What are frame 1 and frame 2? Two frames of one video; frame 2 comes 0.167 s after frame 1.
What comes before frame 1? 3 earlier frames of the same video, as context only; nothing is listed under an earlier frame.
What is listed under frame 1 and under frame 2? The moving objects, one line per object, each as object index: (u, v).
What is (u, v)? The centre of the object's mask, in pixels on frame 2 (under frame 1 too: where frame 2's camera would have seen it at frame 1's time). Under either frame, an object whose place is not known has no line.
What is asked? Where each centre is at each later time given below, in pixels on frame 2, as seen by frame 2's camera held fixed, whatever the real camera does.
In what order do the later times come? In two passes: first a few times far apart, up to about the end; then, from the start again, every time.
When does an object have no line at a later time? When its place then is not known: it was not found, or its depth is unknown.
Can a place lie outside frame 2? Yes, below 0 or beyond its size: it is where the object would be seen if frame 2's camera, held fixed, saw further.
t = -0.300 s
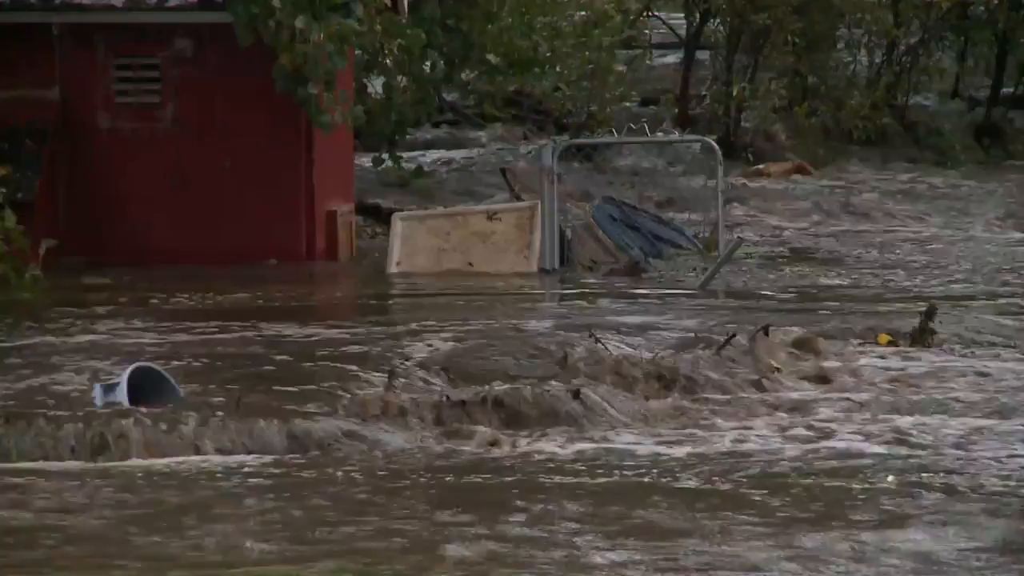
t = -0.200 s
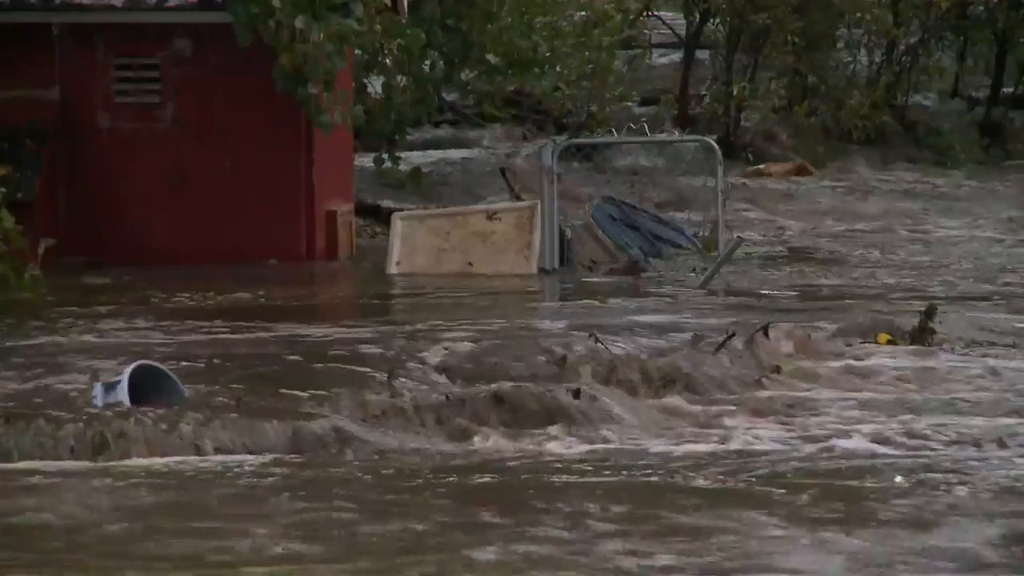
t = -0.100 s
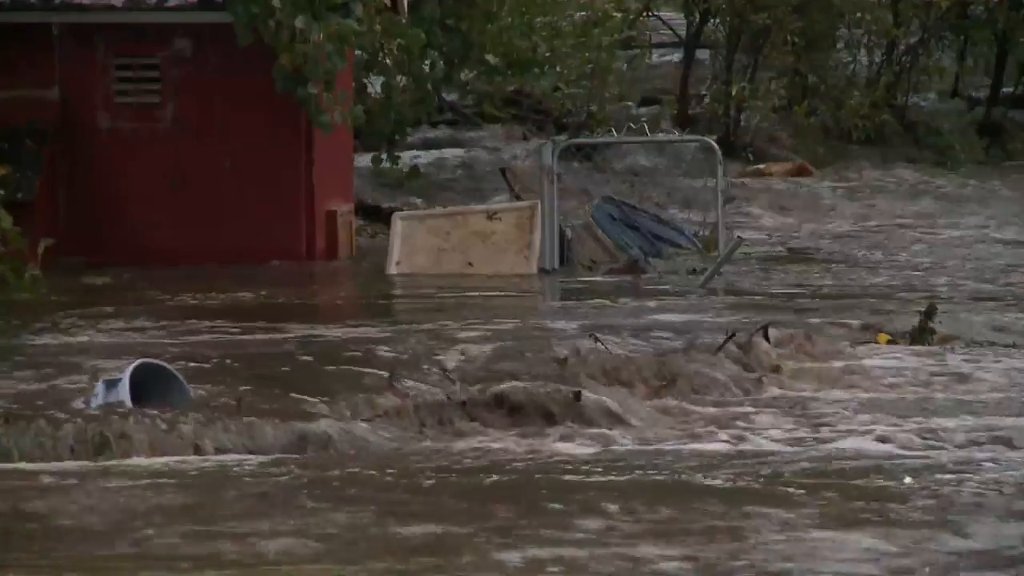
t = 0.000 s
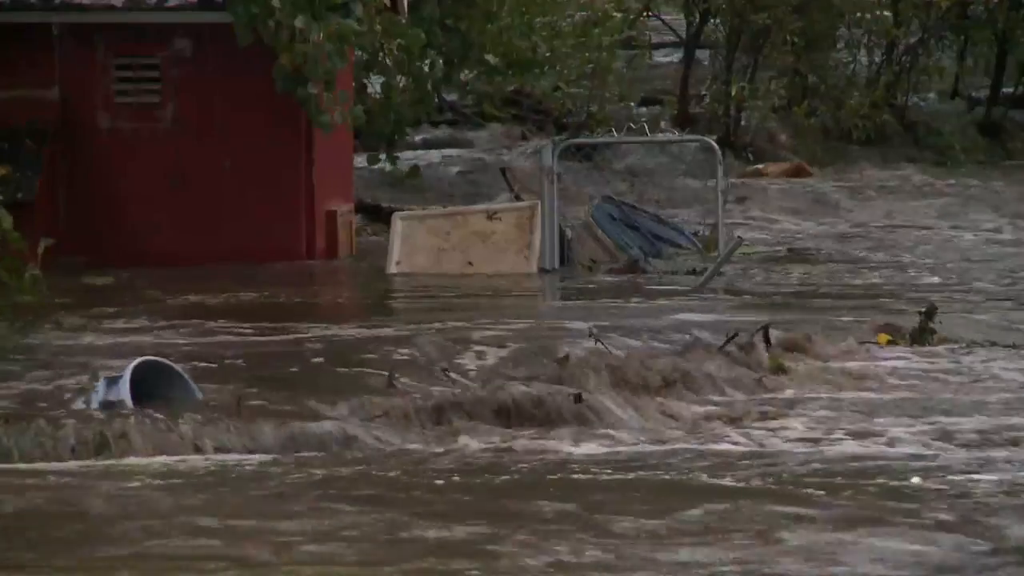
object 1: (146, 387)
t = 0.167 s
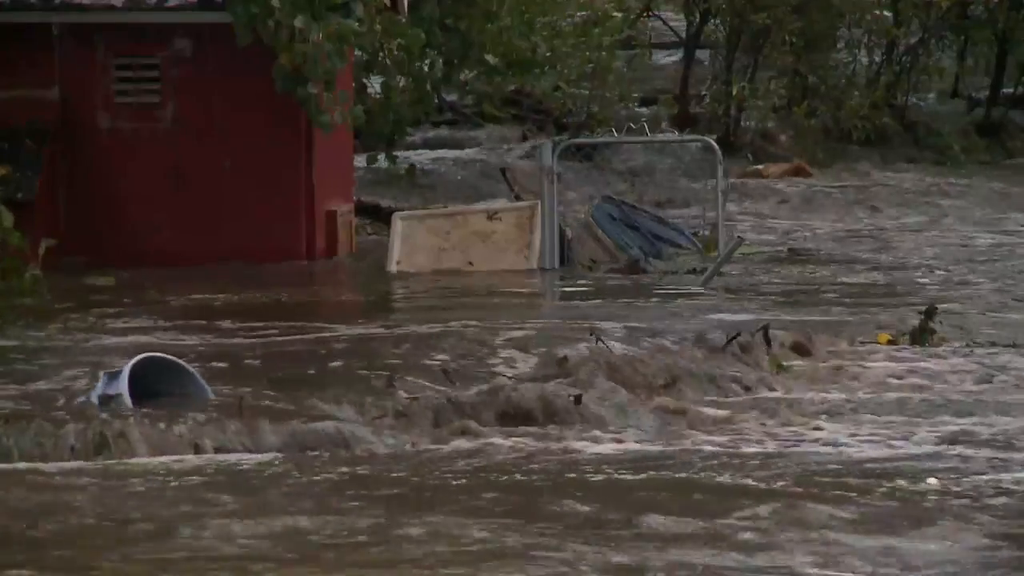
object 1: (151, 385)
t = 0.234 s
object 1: (153, 385)
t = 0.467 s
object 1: (160, 381)
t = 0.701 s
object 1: (167, 380)
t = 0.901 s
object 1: (176, 376)
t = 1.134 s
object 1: (189, 374)
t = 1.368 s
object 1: (197, 371)
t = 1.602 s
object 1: (206, 371)
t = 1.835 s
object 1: (211, 370)
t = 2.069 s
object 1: (214, 372)
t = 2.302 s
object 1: (217, 374)
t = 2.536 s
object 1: (220, 374)
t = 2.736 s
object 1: (224, 373)
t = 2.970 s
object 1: (227, 375)
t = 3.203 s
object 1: (229, 375)
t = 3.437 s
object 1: (231, 375)
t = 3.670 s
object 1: (233, 376)
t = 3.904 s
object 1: (236, 375)
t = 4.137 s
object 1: (237, 375)
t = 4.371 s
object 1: (233, 375)
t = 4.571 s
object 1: (227, 373)
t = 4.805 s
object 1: (224, 372)
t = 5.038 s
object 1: (230, 372)
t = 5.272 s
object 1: (230, 370)
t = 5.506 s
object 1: (227, 369)
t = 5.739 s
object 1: (227, 368)
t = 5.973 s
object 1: (229, 368)
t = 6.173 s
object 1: (230, 367)
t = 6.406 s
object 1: (230, 366)
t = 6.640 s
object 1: (229, 366)
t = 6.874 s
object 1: (231, 366)
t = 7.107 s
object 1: (235, 365)
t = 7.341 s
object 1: (241, 365)
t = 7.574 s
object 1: (248, 365)
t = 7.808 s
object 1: (256, 365)
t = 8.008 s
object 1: (263, 365)
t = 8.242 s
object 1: (275, 366)
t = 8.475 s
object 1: (294, 370)
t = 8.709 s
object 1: (319, 373)
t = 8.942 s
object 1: (348, 382)
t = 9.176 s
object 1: (387, 391)
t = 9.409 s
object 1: (421, 395)
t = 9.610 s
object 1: (457, 397)
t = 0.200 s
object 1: (152, 385)
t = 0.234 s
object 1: (153, 385)
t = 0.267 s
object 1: (155, 384)
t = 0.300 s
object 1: (156, 384)
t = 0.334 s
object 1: (157, 383)
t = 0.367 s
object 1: (158, 383)
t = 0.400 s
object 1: (159, 382)
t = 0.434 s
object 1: (159, 382)
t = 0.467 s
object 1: (160, 381)
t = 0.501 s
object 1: (161, 381)
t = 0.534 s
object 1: (163, 381)
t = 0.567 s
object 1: (164, 381)
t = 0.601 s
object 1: (164, 381)
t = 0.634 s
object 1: (165, 381)
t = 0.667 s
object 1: (166, 381)
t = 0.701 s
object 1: (167, 380)
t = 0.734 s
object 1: (168, 380)
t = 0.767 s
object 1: (170, 379)
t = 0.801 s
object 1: (172, 378)
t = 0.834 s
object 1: (173, 378)
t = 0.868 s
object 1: (174, 377)
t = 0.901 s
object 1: (176, 376)
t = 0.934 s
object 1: (178, 376)
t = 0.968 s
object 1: (179, 375)
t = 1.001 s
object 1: (180, 374)
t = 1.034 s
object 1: (182, 374)
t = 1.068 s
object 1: (185, 374)
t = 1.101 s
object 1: (187, 373)
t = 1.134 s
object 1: (189, 374)
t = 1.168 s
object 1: (191, 374)
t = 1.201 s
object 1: (192, 373)
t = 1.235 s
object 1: (193, 373)
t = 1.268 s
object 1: (194, 372)
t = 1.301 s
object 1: (195, 371)
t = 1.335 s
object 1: (196, 371)
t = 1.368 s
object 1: (197, 371)
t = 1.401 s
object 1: (199, 371)
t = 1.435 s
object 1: (200, 371)
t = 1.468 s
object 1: (201, 371)
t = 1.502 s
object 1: (203, 371)
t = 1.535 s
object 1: (203, 371)
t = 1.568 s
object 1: (205, 371)
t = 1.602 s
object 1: (206, 371)
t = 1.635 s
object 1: (207, 371)
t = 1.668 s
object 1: (208, 371)
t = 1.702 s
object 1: (209, 371)
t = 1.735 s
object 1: (210, 370)
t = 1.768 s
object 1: (211, 371)
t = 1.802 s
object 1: (212, 371)
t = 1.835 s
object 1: (211, 370)
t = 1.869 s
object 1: (212, 371)
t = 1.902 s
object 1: (211, 371)
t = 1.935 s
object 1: (212, 372)
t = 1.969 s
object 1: (213, 372)
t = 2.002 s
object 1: (213, 372)
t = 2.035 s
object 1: (213, 372)
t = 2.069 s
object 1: (214, 372)
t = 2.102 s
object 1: (214, 372)
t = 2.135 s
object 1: (214, 373)
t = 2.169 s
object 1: (215, 373)
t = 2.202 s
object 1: (216, 374)
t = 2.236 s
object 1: (216, 373)
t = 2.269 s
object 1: (217, 374)
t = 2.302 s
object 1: (217, 374)
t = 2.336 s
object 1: (217, 374)
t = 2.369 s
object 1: (218, 374)
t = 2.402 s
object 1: (218, 373)
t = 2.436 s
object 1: (219, 374)
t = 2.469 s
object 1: (218, 374)
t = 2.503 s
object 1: (219, 374)
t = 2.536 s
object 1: (220, 374)
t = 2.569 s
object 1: (223, 375)
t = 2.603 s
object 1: (219, 372)
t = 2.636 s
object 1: (220, 374)
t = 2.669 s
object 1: (221, 373)
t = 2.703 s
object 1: (222, 373)
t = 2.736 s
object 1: (224, 373)
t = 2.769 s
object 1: (225, 373)
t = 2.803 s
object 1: (225, 373)
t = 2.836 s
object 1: (224, 374)
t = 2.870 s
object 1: (225, 374)
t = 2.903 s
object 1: (225, 375)
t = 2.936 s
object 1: (227, 375)
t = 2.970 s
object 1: (227, 375)
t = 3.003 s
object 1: (228, 375)
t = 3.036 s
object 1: (228, 375)
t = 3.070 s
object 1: (230, 375)
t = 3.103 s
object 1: (230, 375)
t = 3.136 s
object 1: (231, 375)
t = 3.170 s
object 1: (230, 375)
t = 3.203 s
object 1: (229, 375)
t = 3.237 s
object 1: (229, 375)
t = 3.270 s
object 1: (230, 375)
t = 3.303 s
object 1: (231, 375)
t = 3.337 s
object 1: (231, 375)
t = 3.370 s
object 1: (231, 374)
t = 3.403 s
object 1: (232, 375)
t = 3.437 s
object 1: (231, 375)
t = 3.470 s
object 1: (232, 375)
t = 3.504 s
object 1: (232, 375)
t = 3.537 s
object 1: (233, 375)
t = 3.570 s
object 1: (232, 375)
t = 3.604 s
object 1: (234, 376)
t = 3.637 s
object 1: (233, 376)
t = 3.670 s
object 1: (233, 376)
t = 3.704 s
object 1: (232, 376)
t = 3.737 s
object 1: (231, 375)
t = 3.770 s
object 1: (231, 376)
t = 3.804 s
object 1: (231, 375)
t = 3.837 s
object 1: (230, 375)
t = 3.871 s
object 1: (232, 375)
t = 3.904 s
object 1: (236, 375)
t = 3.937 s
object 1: (237, 376)
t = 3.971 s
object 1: (236, 375)
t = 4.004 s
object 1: (235, 376)
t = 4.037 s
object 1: (234, 375)
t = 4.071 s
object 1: (238, 376)
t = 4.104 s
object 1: (237, 376)
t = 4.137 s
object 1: (237, 375)
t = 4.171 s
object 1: (236, 375)
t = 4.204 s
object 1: (235, 376)
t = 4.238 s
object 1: (234, 376)
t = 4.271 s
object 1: (234, 376)
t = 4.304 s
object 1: (233, 376)
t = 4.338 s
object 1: (233, 375)
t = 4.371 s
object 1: (233, 375)
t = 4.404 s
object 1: (233, 375)
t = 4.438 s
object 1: (232, 375)
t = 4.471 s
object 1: (229, 374)
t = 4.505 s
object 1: (229, 374)
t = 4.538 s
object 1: (228, 374)
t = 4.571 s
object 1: (227, 373)
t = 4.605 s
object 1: (227, 373)
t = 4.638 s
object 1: (226, 373)
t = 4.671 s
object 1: (225, 373)
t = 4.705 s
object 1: (225, 372)
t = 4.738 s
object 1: (224, 372)
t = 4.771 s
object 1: (224, 372)
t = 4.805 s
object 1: (224, 372)
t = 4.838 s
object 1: (225, 372)
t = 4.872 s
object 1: (226, 373)
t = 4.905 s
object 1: (226, 373)
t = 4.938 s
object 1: (227, 372)
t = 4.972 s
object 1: (228, 372)
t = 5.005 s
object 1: (229, 372)
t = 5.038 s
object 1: (230, 372)
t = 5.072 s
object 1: (230, 371)
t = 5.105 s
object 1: (231, 371)
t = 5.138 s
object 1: (231, 371)
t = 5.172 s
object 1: (231, 371)
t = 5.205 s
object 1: (231, 371)
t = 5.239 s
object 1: (230, 370)
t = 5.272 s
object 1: (230, 370)
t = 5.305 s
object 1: (228, 370)
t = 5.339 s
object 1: (228, 370)
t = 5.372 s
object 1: (228, 369)
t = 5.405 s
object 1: (228, 369)
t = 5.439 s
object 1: (228, 369)
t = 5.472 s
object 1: (228, 369)
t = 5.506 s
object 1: (227, 369)
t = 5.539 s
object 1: (228, 369)
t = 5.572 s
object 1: (228, 369)
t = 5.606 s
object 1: (227, 368)
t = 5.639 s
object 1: (227, 368)
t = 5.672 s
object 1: (227, 368)
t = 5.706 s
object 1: (227, 369)
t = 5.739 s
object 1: (227, 368)
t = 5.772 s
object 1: (227, 368)
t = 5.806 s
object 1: (228, 368)
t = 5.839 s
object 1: (227, 368)
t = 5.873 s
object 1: (228, 368)
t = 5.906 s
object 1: (228, 368)
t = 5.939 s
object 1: (228, 368)
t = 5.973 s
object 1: (229, 368)
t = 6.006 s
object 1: (229, 368)
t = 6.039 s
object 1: (229, 368)
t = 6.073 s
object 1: (229, 367)
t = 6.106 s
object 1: (229, 367)
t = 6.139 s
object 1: (229, 367)
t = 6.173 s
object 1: (230, 367)
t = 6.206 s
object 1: (230, 367)
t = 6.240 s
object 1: (230, 367)
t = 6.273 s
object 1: (230, 366)
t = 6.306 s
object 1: (230, 366)
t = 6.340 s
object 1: (230, 366)
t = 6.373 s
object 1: (230, 366)
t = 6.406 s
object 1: (230, 366)
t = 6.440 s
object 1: (230, 366)
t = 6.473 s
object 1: (230, 366)
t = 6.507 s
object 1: (229, 366)
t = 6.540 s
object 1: (229, 366)
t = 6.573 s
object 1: (229, 366)
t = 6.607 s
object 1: (229, 366)
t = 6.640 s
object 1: (229, 366)
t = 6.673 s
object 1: (229, 366)
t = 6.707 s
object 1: (229, 366)
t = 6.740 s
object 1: (229, 366)
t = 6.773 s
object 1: (230, 366)
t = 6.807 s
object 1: (230, 366)
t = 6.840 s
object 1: (230, 366)
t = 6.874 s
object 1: (231, 366)
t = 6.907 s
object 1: (232, 366)
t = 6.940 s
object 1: (232, 365)
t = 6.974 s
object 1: (233, 365)
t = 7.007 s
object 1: (234, 365)
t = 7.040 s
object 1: (234, 365)
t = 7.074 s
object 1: (235, 365)
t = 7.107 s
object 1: (235, 365)
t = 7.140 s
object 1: (236, 365)
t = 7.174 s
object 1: (237, 365)
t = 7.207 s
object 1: (238, 366)
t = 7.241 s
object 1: (238, 366)
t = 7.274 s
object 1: (239, 365)
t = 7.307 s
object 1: (240, 365)
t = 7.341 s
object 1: (241, 365)
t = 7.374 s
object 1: (241, 365)
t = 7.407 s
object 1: (242, 365)
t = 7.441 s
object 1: (243, 365)
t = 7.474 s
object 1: (244, 365)
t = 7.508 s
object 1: (245, 365)
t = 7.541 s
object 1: (246, 365)
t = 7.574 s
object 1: (248, 365)
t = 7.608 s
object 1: (249, 365)
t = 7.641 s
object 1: (250, 364)
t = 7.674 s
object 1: (251, 364)
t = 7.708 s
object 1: (252, 364)
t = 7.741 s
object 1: (254, 364)
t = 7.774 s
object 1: (255, 364)
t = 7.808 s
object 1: (256, 365)
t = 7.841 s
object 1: (257, 365)
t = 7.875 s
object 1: (259, 365)
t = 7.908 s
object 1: (260, 365)
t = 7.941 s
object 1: (261, 365)
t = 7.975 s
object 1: (262, 365)
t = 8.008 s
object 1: (263, 365)
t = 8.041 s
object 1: (264, 365)
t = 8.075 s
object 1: (266, 366)
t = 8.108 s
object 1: (268, 365)
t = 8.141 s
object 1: (270, 366)
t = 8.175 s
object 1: (272, 366)
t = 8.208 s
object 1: (273, 366)
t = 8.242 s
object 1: (275, 366)
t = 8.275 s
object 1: (278, 367)
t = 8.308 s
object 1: (281, 367)
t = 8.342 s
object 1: (283, 368)
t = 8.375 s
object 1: (286, 368)
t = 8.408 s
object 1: (289, 369)
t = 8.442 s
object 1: (291, 369)
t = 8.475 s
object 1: (294, 370)
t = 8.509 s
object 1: (297, 370)
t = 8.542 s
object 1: (301, 370)
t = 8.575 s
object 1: (304, 371)
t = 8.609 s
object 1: (307, 371)
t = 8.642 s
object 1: (311, 372)
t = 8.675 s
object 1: (315, 372)
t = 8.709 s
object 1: (319, 373)
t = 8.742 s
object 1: (323, 374)
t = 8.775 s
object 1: (327, 374)
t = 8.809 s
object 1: (330, 376)
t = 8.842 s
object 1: (335, 377)
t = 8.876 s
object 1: (339, 379)
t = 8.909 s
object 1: (344, 380)
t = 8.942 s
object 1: (348, 382)
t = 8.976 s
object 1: (355, 383)
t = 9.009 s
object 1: (361, 386)
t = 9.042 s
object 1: (367, 390)
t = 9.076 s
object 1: (372, 391)
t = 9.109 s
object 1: (376, 391)
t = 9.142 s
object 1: (382, 391)
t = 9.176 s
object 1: (387, 391)
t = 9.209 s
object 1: (392, 391)
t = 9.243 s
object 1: (397, 391)
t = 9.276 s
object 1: (403, 391)
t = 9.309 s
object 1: (409, 391)
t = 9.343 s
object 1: (414, 392)
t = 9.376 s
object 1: (417, 394)
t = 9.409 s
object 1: (421, 395)
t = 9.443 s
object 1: (429, 395)
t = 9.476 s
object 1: (435, 396)
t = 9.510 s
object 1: (440, 397)
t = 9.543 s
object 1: (445, 397)
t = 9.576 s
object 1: (451, 398)
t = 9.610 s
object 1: (457, 397)
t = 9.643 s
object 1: (463, 398)
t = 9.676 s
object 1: (469, 398)
